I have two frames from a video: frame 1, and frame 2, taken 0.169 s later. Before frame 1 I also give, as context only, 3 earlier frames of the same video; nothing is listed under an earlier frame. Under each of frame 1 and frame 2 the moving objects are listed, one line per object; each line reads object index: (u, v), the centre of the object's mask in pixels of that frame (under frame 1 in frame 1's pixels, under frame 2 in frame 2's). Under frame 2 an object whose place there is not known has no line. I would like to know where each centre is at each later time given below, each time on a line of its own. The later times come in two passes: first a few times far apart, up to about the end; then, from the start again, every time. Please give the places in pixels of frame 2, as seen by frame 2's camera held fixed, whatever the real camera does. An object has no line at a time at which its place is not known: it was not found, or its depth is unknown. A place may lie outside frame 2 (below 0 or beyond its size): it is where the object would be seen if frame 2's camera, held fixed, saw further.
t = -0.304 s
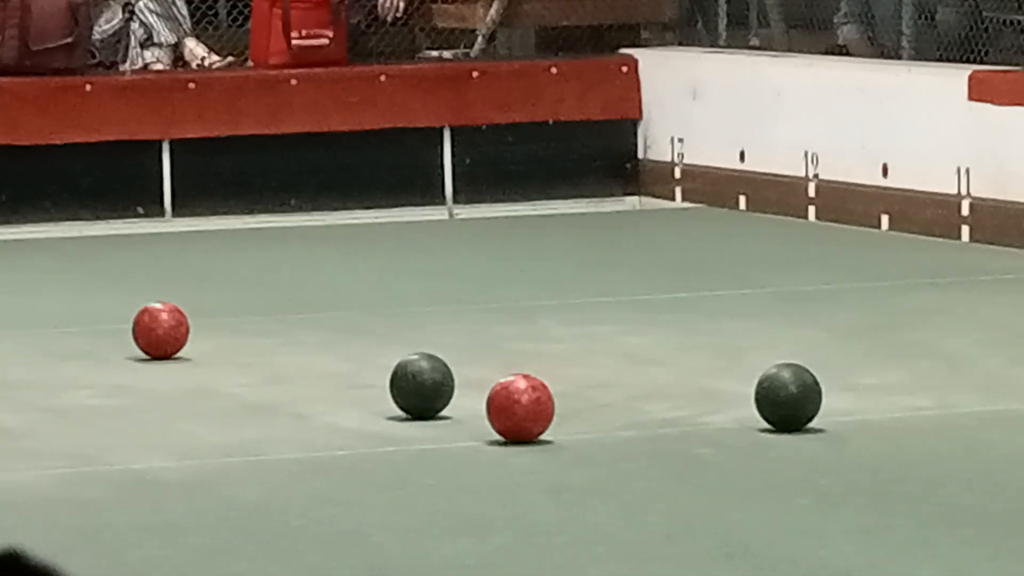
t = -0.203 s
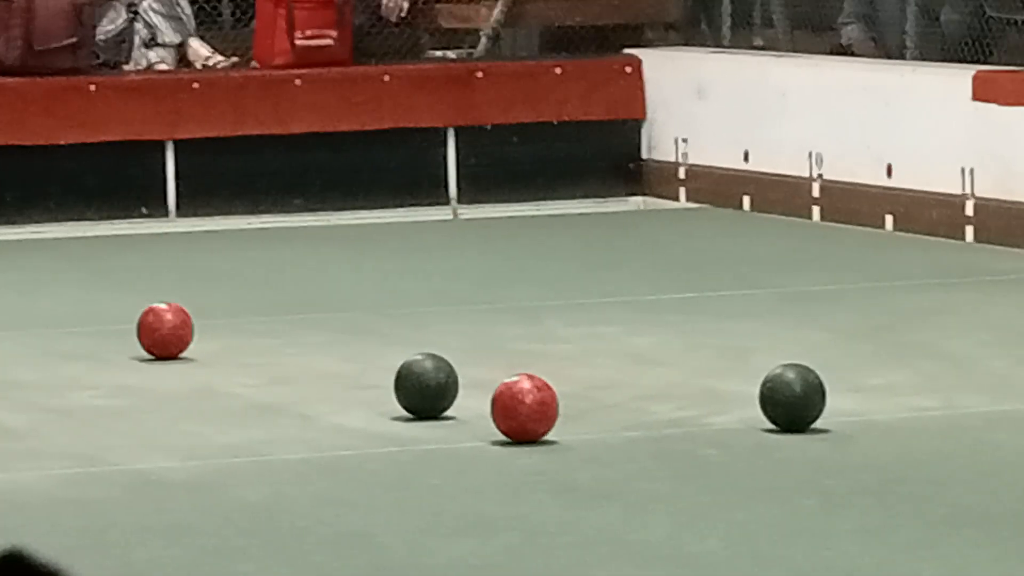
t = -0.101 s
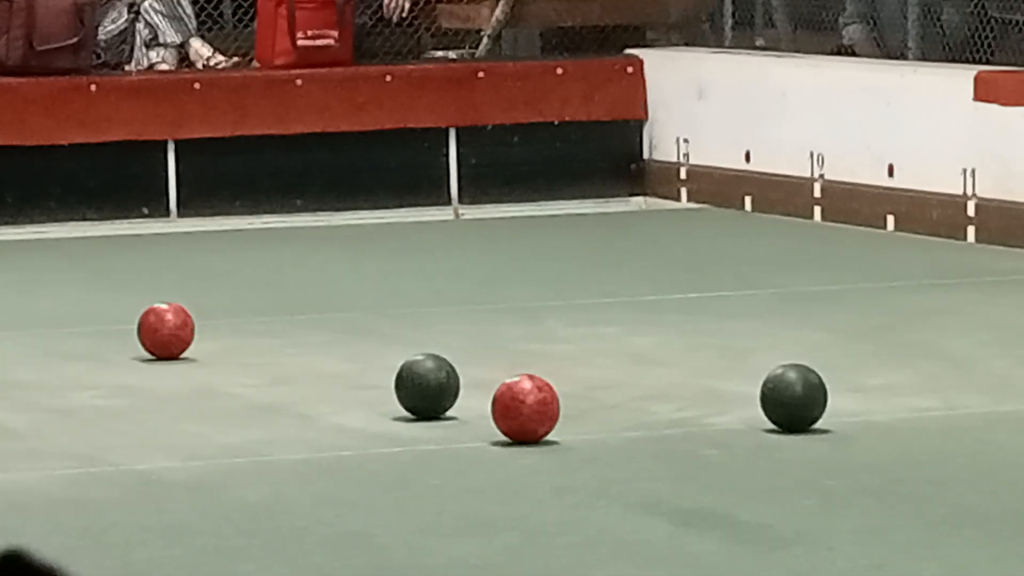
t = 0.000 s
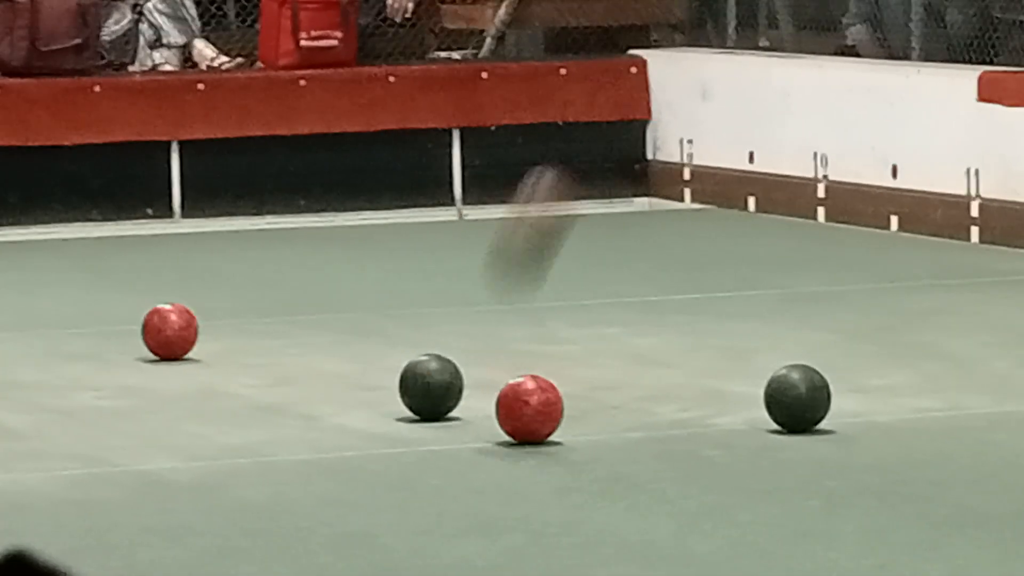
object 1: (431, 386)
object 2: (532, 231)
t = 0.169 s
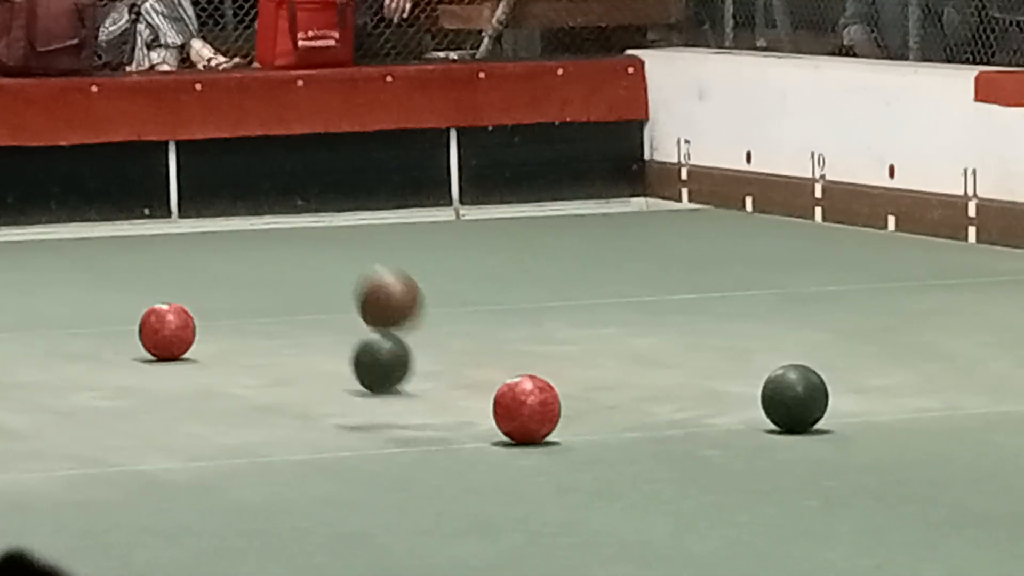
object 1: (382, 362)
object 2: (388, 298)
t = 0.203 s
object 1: (368, 355)
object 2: (371, 282)
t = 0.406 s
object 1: (310, 327)
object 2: (277, 296)
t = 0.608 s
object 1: (259, 299)
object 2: (174, 372)
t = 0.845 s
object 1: (213, 275)
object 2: (42, 376)
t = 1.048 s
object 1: (177, 257)
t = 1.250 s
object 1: (145, 241)
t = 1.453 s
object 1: (116, 226)
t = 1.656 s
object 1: (89, 214)
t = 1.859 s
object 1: (76, 200)
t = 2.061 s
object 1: (106, 206)
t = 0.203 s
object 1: (368, 355)
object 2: (371, 282)
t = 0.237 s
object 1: (356, 349)
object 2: (356, 271)
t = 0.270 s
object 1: (345, 343)
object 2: (339, 265)
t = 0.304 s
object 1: (335, 338)
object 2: (325, 265)
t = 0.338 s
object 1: (324, 332)
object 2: (308, 269)
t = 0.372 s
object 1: (315, 329)
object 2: (292, 280)
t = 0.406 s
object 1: (310, 327)
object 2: (277, 296)
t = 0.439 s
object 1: (307, 319)
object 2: (263, 318)
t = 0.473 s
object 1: (289, 315)
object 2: (246, 347)
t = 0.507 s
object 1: (280, 310)
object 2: (234, 375)
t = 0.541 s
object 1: (273, 306)
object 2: (210, 386)
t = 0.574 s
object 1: (266, 303)
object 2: (193, 377)
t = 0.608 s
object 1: (259, 299)
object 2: (174, 372)
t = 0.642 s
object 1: (252, 296)
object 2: (155, 374)
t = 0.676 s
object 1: (244, 292)
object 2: (135, 380)
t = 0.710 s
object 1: (238, 288)
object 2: (115, 383)
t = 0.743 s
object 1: (231, 285)
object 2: (97, 379)
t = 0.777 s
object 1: (225, 282)
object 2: (77, 380)
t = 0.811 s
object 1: (218, 278)
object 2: (59, 377)
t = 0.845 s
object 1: (213, 275)
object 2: (42, 376)
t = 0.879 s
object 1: (206, 272)
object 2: (23, 373)
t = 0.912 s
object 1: (201, 269)
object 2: (9, 371)
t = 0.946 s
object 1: (195, 266)
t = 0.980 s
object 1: (189, 263)
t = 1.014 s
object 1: (183, 260)
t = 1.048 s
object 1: (177, 257)
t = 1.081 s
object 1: (171, 255)
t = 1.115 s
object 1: (166, 252)
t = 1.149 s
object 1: (161, 249)
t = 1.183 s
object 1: (156, 247)
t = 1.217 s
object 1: (150, 244)
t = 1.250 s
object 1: (145, 241)
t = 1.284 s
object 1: (140, 239)
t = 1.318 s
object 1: (136, 236)
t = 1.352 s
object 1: (130, 234)
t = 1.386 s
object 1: (125, 231)
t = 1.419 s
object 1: (121, 229)
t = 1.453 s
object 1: (116, 226)
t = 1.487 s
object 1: (111, 224)
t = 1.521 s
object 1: (108, 222)
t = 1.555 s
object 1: (102, 220)
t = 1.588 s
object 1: (98, 218)
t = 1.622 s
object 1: (94, 215)
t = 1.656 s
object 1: (89, 214)
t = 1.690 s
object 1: (85, 216)
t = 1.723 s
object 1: (80, 217)
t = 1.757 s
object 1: (76, 217)
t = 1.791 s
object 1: (70, 218)
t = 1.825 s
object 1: (73, 208)
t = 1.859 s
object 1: (76, 200)
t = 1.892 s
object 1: (79, 195)
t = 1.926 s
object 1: (83, 195)
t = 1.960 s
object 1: (86, 195)
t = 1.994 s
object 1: (89, 197)
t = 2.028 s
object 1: (95, 202)
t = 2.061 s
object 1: (106, 206)
